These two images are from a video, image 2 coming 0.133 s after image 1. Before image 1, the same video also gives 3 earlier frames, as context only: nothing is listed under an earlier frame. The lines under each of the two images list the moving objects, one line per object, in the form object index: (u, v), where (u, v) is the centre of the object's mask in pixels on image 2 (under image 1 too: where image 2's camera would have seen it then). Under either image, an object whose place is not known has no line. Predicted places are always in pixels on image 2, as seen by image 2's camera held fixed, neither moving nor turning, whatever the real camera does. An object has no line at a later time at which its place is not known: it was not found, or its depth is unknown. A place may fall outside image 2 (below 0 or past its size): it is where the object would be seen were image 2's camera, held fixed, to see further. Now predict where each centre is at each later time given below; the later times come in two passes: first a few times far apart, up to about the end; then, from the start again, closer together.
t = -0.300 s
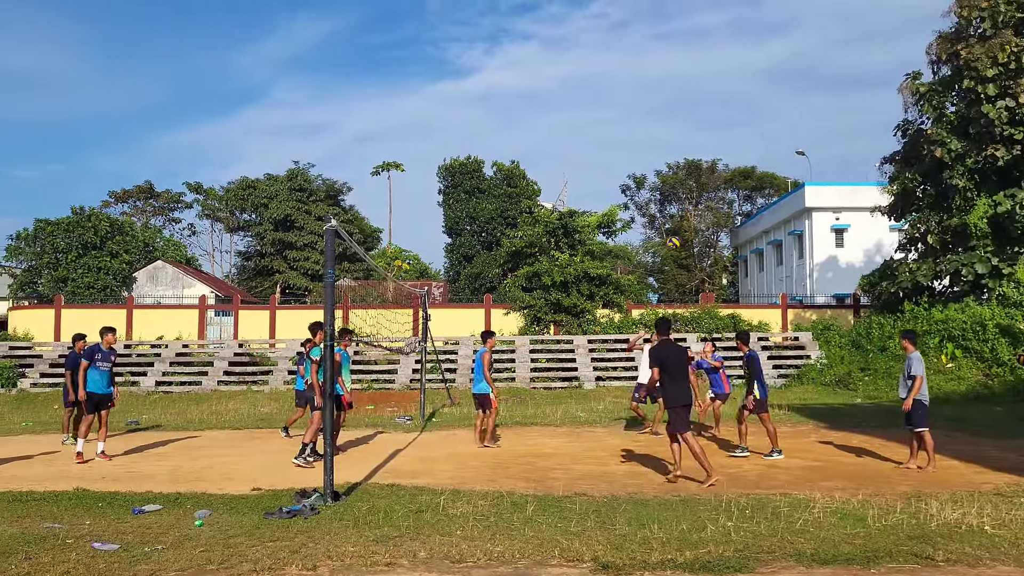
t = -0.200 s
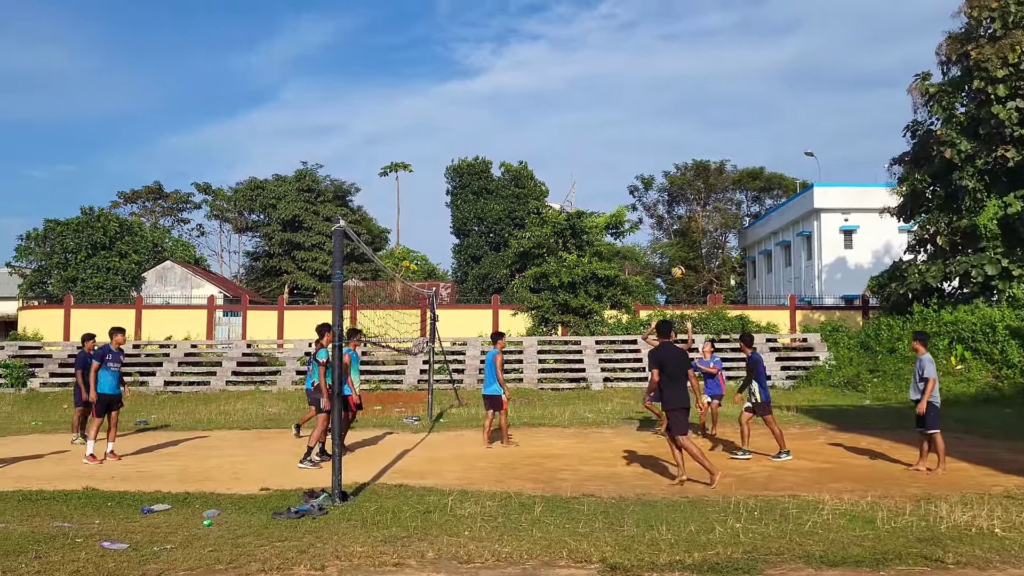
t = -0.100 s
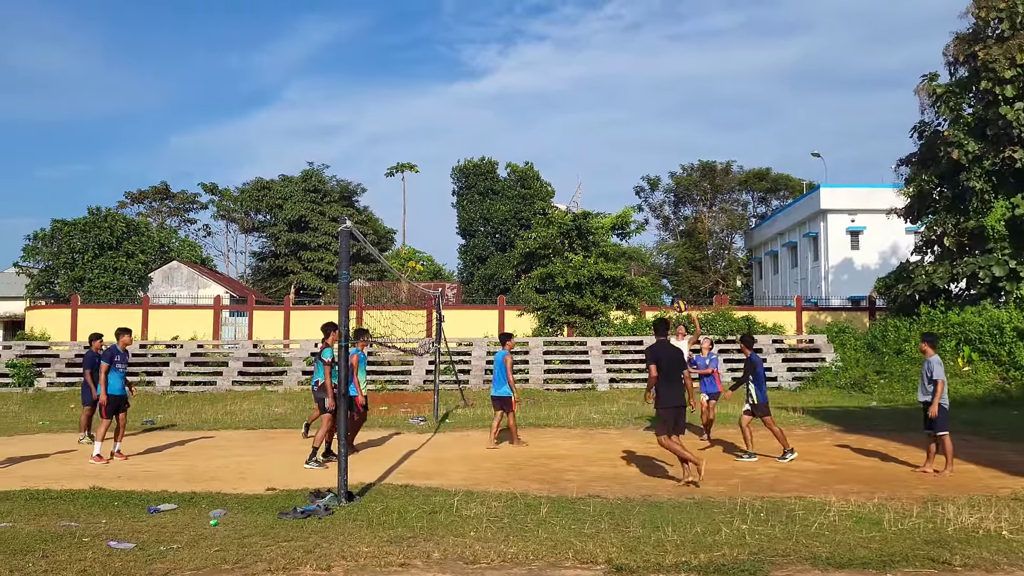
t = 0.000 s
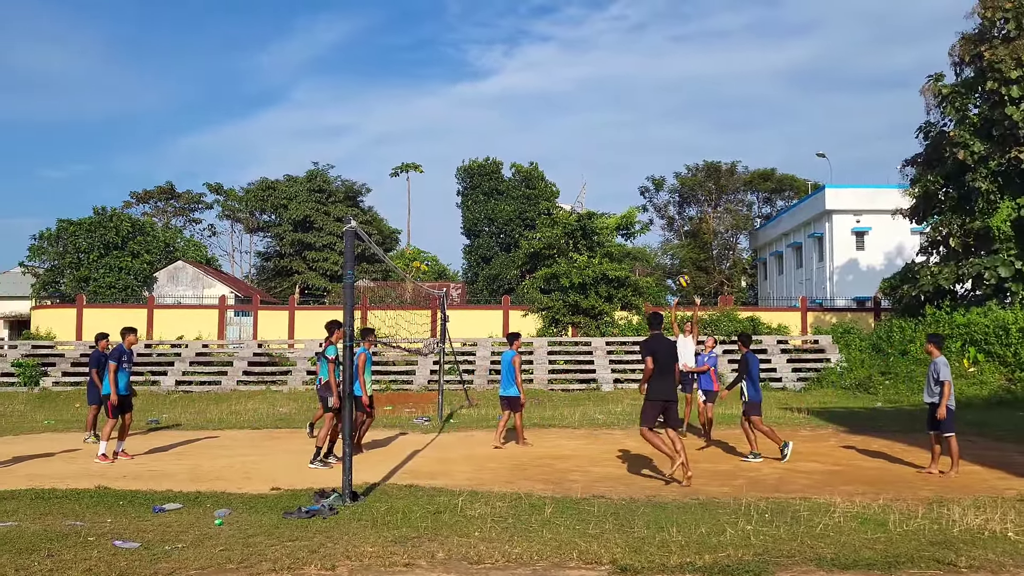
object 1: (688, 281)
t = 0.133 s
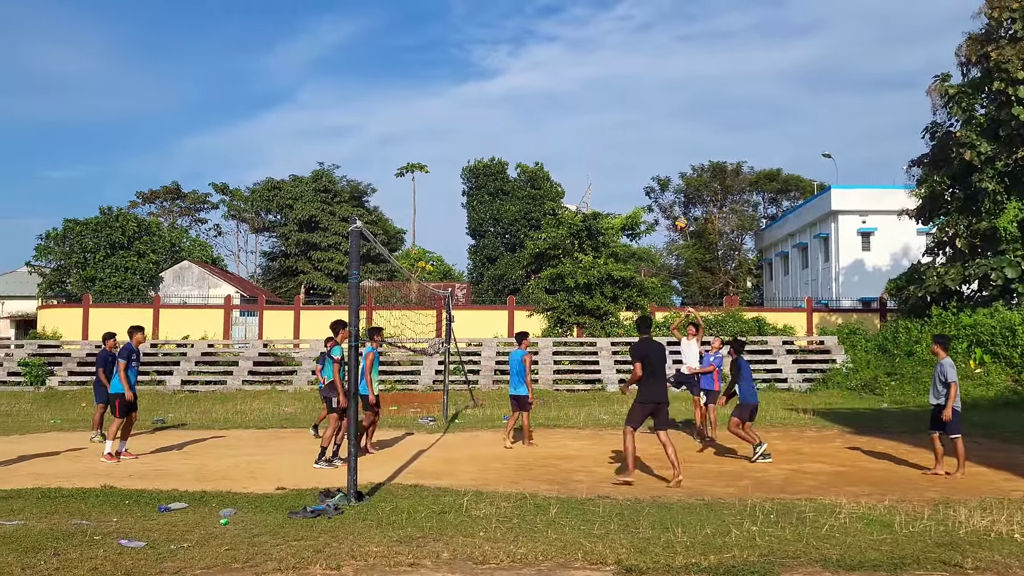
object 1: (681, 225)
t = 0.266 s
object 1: (675, 177)
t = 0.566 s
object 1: (659, 110)
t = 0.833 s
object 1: (644, 96)
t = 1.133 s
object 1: (629, 140)
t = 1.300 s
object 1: (622, 194)
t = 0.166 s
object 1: (679, 212)
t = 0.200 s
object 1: (678, 200)
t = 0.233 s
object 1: (676, 189)
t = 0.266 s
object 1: (675, 177)
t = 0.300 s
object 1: (674, 168)
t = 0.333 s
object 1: (671, 158)
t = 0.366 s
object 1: (670, 150)
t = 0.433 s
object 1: (666, 134)
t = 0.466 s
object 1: (664, 127)
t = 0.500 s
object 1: (662, 121)
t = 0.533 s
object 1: (660, 115)
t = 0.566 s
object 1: (659, 110)
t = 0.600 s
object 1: (657, 106)
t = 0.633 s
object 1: (655, 102)
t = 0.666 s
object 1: (653, 100)
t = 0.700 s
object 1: (651, 97)
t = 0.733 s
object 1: (650, 96)
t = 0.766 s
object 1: (648, 96)
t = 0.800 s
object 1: (646, 96)
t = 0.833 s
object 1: (644, 96)
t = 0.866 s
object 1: (642, 98)
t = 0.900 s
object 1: (641, 101)
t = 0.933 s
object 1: (639, 104)
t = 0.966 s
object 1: (637, 108)
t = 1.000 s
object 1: (635, 113)
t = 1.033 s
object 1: (633, 118)
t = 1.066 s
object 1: (632, 125)
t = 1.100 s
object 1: (630, 132)
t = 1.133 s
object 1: (629, 140)
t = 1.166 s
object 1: (628, 149)
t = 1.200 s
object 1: (627, 159)
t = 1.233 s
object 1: (625, 170)
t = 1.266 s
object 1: (624, 181)
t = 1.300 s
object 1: (622, 194)
